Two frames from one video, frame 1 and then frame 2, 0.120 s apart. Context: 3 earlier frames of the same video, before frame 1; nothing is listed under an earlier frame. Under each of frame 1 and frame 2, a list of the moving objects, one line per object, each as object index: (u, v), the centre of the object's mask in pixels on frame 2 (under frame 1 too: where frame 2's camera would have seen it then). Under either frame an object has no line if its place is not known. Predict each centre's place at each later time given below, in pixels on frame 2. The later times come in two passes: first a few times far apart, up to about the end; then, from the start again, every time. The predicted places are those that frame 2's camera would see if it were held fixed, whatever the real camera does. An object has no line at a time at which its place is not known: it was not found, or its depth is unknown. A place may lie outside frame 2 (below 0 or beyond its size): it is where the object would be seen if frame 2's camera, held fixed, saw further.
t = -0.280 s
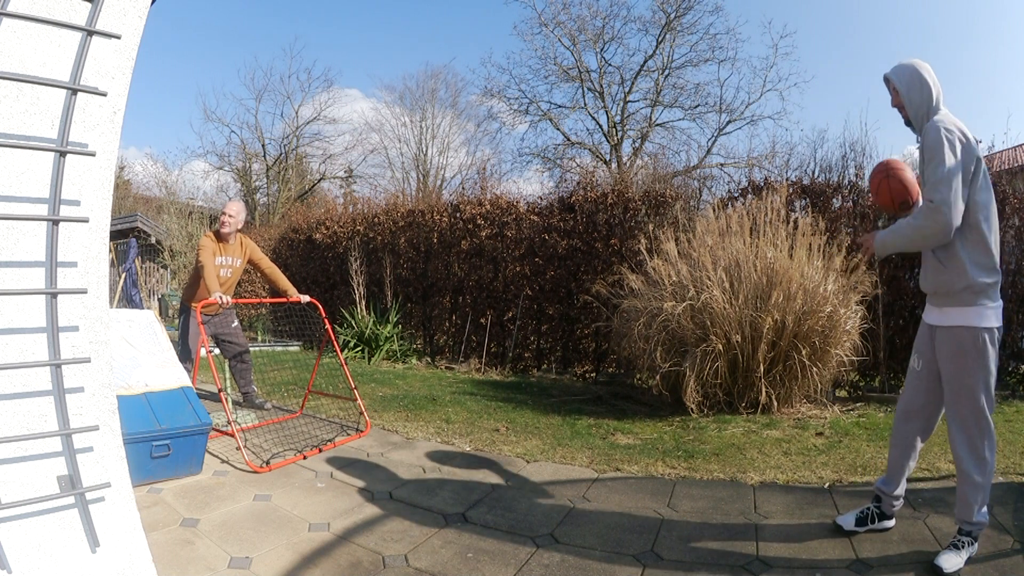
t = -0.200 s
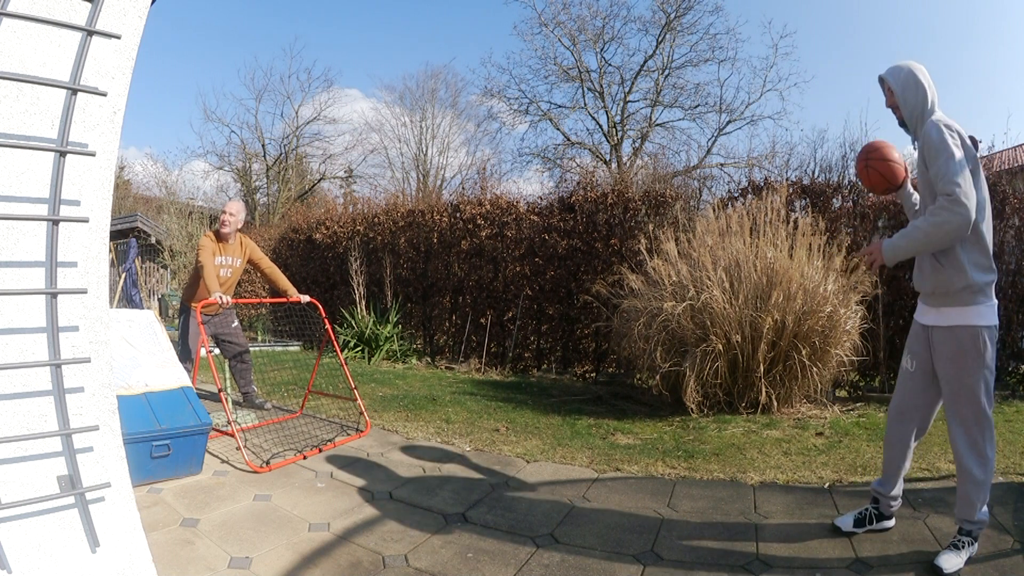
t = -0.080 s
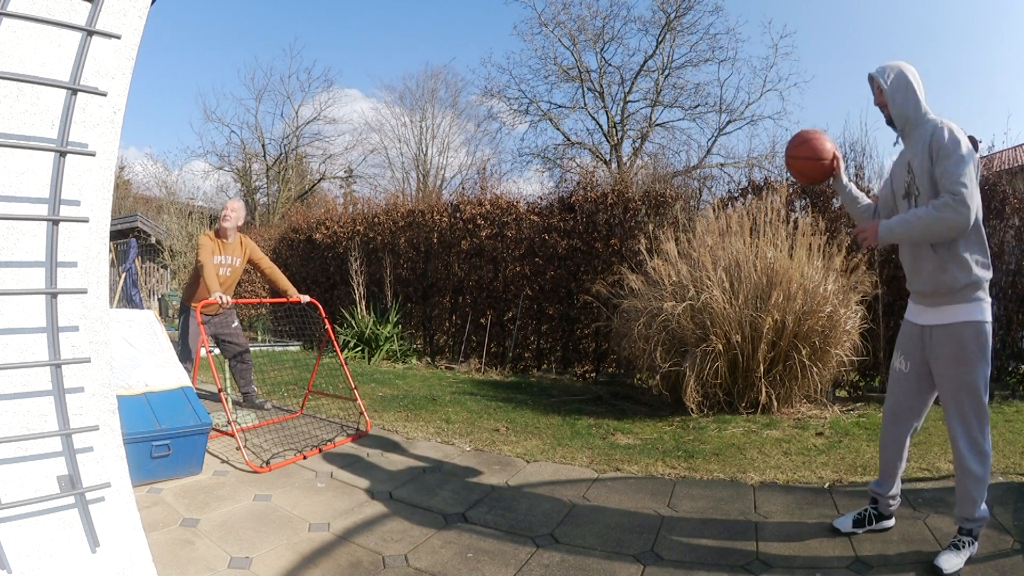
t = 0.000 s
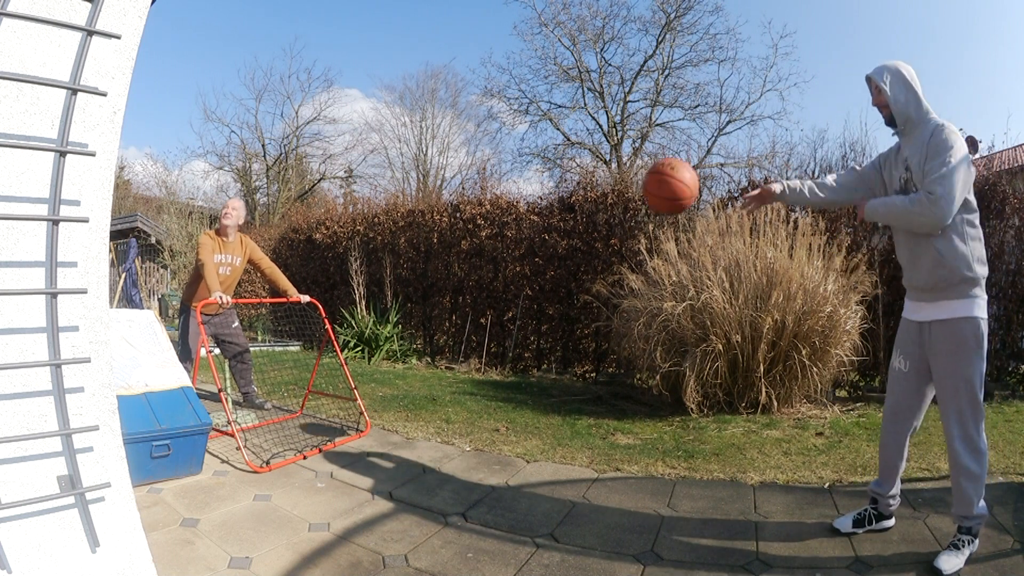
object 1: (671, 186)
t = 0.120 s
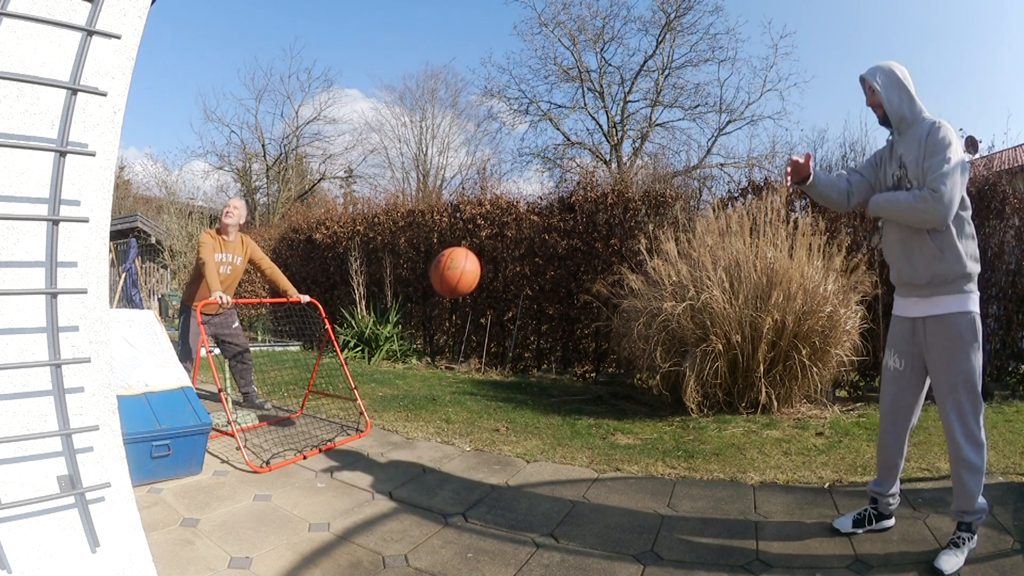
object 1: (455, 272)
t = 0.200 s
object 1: (351, 331)
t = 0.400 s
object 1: (347, 342)
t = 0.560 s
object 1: (513, 297)
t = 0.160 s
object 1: (399, 302)
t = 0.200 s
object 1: (351, 331)
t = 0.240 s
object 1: (312, 358)
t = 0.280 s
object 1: (287, 379)
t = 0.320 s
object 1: (299, 371)
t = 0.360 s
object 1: (321, 356)
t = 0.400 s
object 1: (347, 342)
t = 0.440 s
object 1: (379, 329)
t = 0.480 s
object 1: (416, 316)
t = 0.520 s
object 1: (461, 306)
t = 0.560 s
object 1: (513, 297)
